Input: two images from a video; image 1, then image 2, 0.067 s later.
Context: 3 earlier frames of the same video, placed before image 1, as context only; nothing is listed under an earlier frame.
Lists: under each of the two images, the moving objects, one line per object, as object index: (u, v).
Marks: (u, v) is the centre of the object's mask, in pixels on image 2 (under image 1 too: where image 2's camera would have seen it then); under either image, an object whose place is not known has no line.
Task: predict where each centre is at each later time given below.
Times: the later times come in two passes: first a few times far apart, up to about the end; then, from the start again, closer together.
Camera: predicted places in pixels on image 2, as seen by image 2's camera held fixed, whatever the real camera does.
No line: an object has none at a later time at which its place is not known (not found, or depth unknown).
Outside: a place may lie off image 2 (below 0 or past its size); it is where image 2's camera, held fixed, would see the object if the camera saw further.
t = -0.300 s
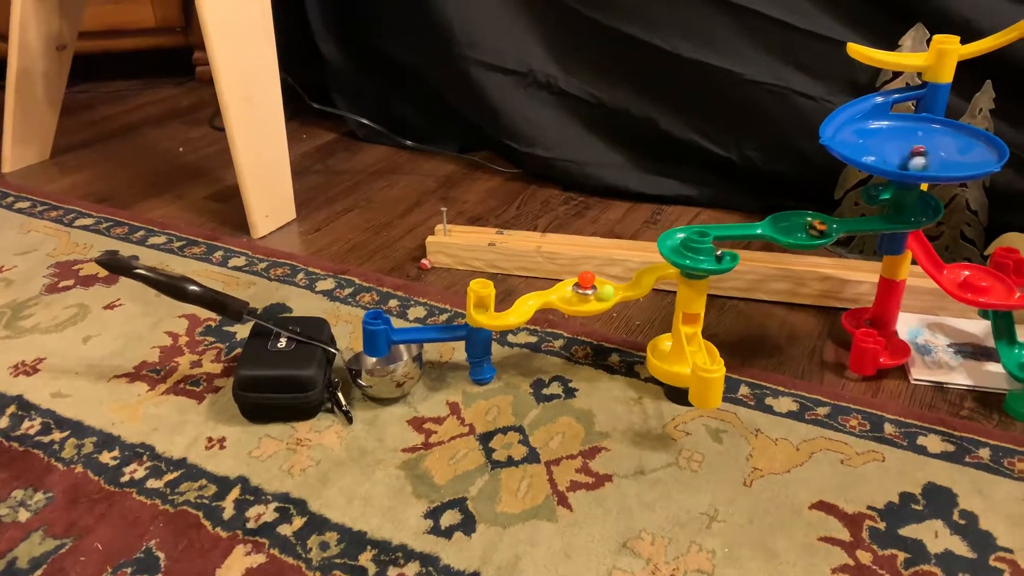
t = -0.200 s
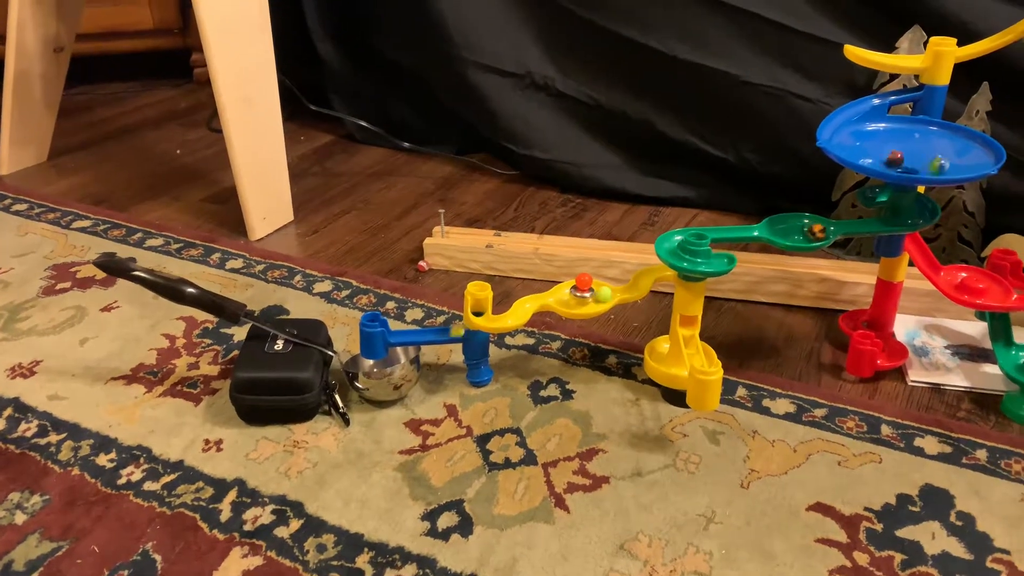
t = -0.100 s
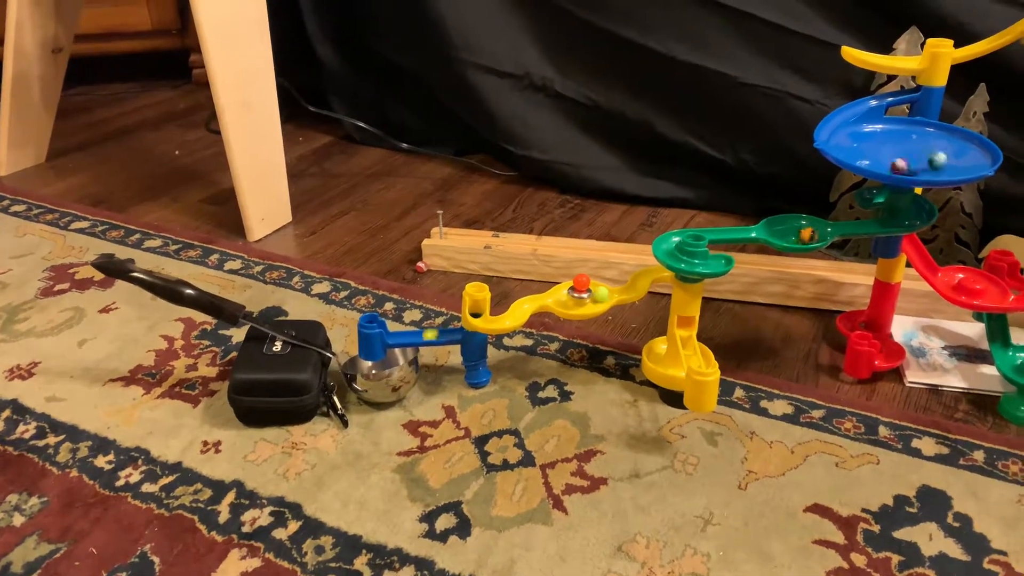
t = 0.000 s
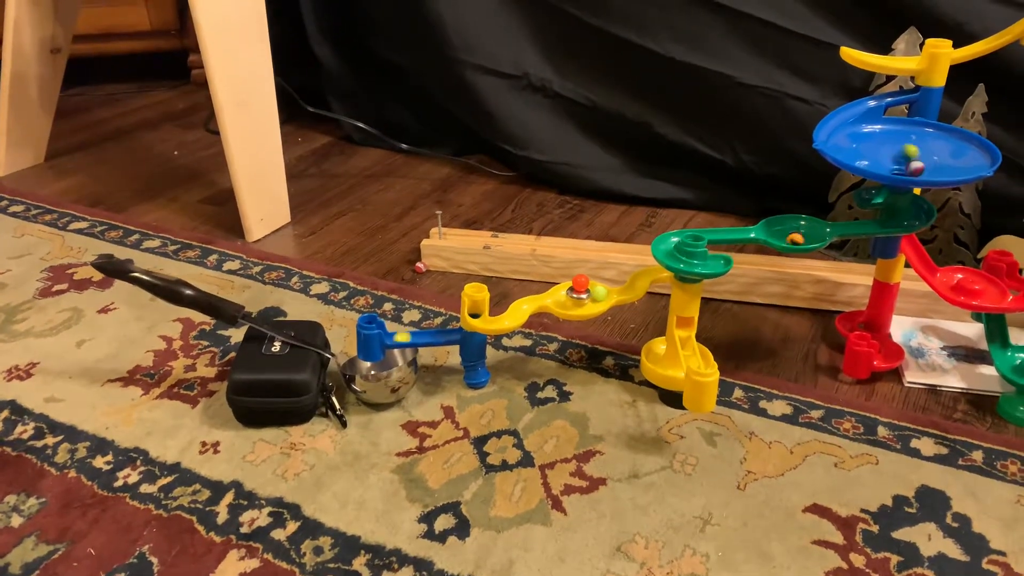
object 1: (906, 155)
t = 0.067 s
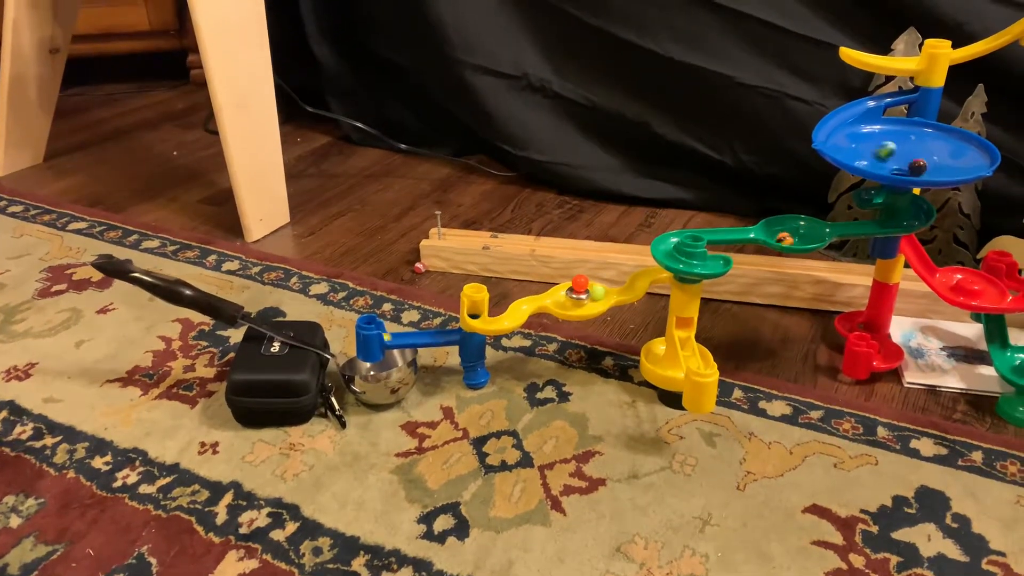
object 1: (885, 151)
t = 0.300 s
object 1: (891, 166)
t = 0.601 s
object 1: (928, 159)
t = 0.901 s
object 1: (881, 162)
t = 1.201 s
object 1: (930, 160)
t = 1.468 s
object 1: (873, 155)
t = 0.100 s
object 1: (877, 151)
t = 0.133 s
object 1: (872, 153)
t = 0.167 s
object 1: (872, 155)
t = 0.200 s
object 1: (873, 158)
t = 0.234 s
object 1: (877, 161)
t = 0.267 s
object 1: (883, 162)
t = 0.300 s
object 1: (891, 166)
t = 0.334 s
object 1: (901, 169)
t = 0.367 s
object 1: (910, 169)
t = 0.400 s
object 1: (919, 169)
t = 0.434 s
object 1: (929, 168)
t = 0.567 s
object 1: (934, 161)
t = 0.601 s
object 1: (928, 159)
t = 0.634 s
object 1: (918, 156)
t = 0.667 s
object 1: (907, 157)
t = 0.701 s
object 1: (896, 152)
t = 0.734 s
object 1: (883, 154)
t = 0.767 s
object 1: (877, 153)
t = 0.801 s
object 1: (874, 155)
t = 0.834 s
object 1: (873, 158)
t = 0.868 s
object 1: (878, 158)
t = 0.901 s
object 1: (881, 162)
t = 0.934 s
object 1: (888, 165)
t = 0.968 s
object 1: (898, 167)
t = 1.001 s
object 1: (906, 168)
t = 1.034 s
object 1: (916, 169)
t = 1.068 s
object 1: (924, 168)
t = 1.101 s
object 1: (931, 167)
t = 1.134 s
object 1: (933, 165)
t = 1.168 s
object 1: (932, 164)
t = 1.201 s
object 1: (930, 160)
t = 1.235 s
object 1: (922, 156)
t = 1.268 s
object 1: (913, 153)
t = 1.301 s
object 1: (901, 153)
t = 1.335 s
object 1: (890, 151)
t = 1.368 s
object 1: (883, 151)
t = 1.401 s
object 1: (877, 152)
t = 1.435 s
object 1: (874, 153)
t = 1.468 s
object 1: (873, 155)
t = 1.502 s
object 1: (877, 158)
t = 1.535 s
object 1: (884, 163)
